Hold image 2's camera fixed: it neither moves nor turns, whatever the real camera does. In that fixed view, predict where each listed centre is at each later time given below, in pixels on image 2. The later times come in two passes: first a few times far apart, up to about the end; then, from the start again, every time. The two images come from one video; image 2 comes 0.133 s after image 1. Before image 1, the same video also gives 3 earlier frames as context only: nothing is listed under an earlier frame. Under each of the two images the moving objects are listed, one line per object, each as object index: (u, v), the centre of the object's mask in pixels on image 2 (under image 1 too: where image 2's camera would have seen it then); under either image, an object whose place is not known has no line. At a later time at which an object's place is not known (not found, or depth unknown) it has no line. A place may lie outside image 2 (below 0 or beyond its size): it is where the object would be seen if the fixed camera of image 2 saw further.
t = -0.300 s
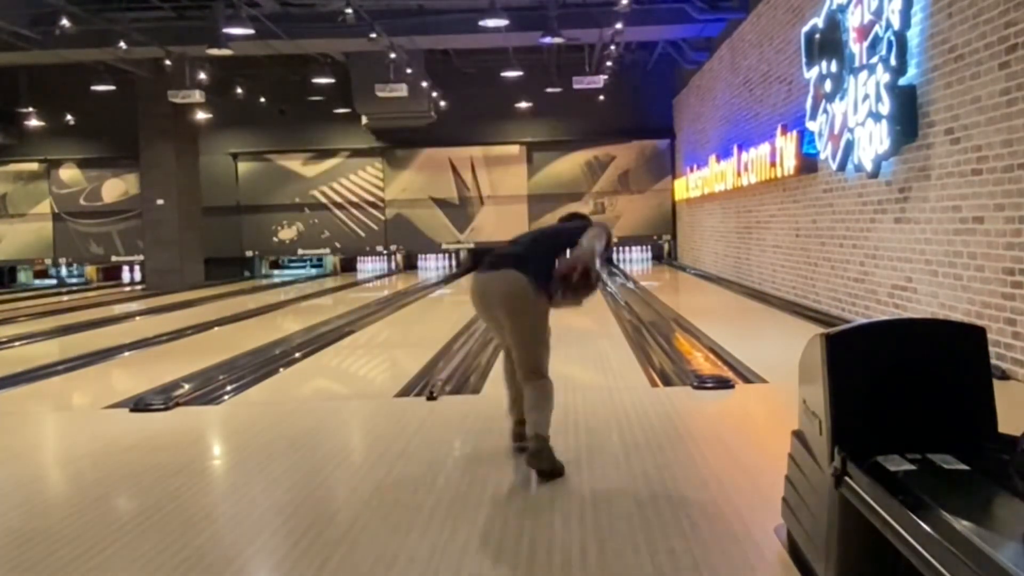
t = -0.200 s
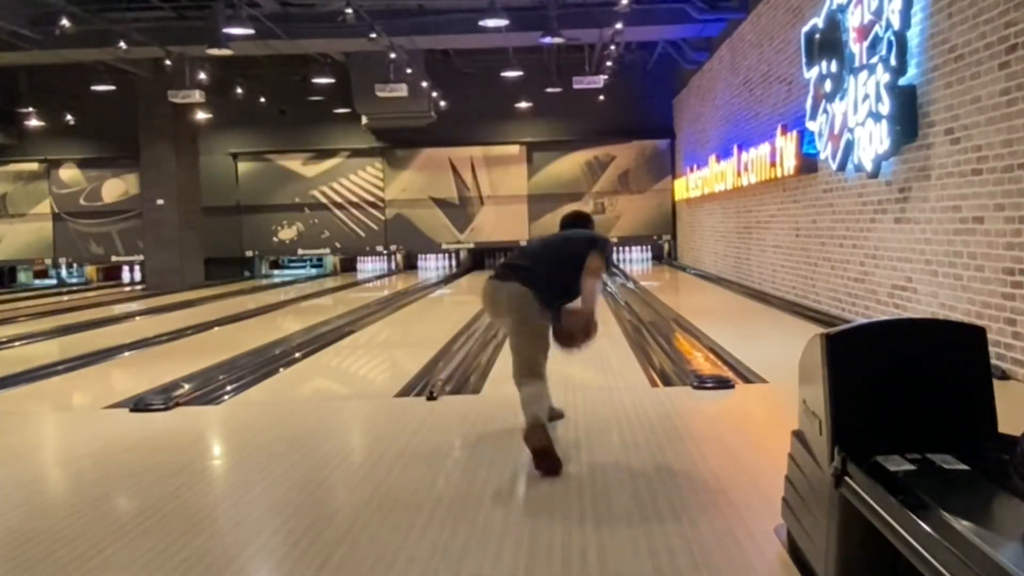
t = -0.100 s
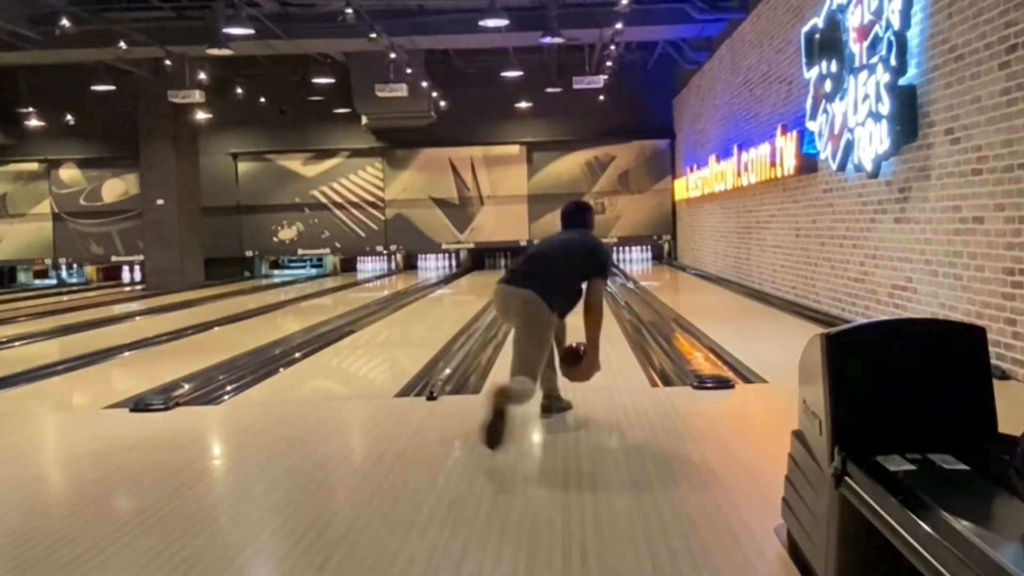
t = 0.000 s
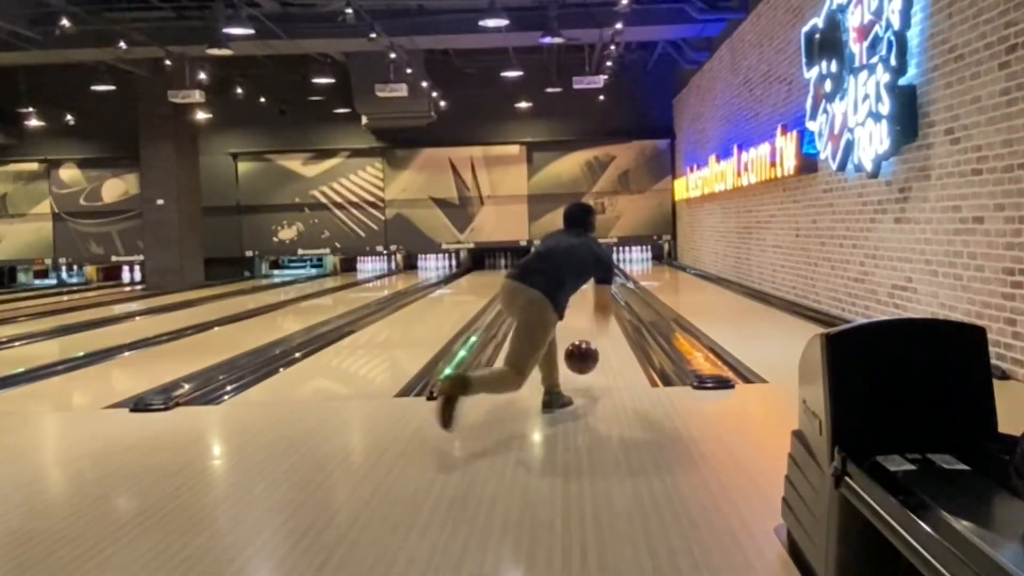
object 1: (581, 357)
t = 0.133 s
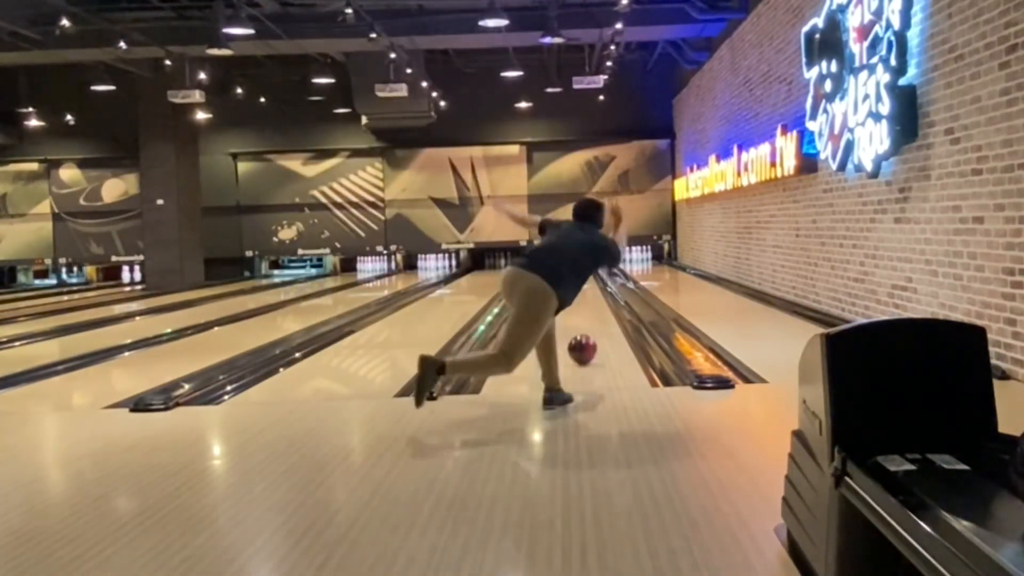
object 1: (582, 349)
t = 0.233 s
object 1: (582, 337)
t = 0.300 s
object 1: (582, 330)
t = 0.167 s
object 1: (582, 345)
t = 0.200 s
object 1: (582, 341)
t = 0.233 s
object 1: (582, 337)
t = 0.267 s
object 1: (582, 333)
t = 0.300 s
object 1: (582, 330)
